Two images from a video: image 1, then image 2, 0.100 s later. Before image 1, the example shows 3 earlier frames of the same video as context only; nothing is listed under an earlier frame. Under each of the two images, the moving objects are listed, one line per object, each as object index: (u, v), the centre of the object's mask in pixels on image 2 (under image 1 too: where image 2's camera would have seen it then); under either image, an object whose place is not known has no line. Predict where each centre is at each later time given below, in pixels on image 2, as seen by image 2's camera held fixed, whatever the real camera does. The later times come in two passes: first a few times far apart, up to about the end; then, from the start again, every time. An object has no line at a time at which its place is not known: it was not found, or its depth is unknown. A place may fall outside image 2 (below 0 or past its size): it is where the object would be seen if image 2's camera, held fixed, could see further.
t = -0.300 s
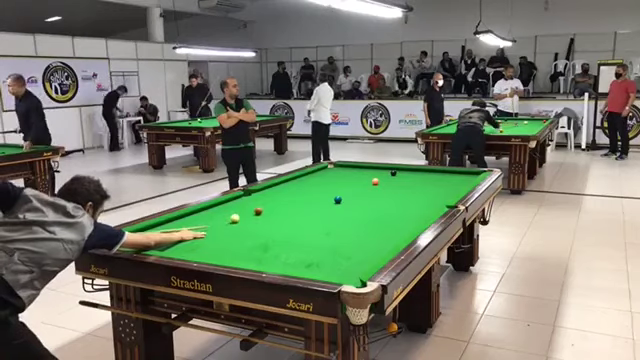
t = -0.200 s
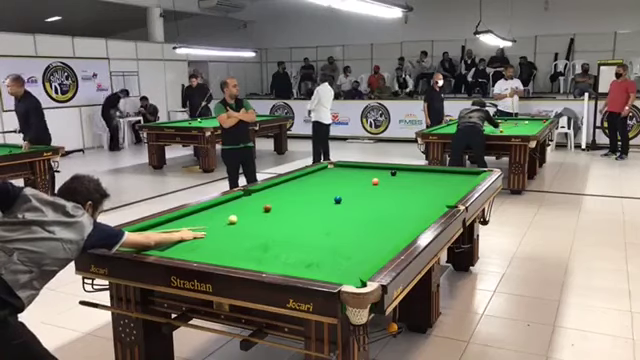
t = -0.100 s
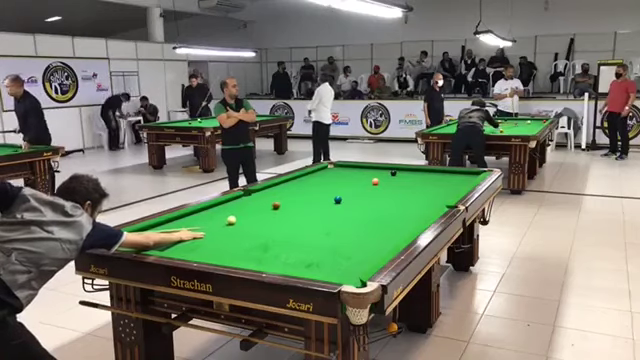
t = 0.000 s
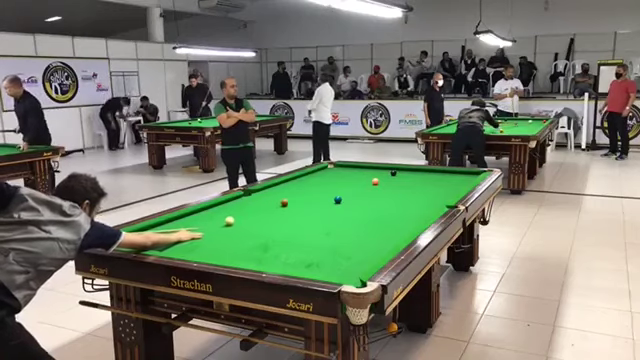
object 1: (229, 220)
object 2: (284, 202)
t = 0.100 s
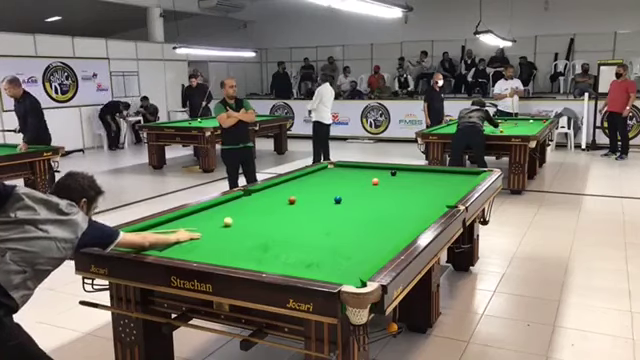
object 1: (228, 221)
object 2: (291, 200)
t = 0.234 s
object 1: (225, 222)
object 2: (301, 197)
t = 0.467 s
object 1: (223, 223)
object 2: (316, 192)
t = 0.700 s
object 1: (220, 225)
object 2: (331, 188)
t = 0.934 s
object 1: (219, 226)
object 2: (343, 184)
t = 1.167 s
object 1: (218, 226)
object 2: (355, 180)
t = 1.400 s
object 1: (217, 227)
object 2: (364, 178)
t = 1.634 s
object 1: (217, 227)
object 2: (373, 175)
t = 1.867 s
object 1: (217, 227)
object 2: (381, 171)
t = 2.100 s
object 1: (217, 227)
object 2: (388, 169)
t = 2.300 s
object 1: (217, 227)
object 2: (392, 168)
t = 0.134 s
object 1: (227, 221)
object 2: (294, 199)
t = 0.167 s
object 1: (226, 221)
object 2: (296, 198)
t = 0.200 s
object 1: (226, 222)
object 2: (299, 198)
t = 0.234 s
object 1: (225, 222)
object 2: (301, 197)
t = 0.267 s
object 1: (225, 222)
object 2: (303, 196)
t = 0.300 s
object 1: (224, 222)
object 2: (306, 196)
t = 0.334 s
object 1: (224, 223)
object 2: (308, 195)
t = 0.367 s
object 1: (223, 223)
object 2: (310, 194)
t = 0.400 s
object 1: (223, 223)
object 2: (313, 193)
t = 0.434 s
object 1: (223, 223)
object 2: (314, 193)
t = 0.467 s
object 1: (223, 223)
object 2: (316, 192)
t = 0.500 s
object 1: (222, 224)
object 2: (318, 192)
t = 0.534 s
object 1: (222, 224)
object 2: (321, 191)
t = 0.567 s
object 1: (221, 224)
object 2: (323, 190)
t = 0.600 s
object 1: (221, 224)
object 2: (325, 189)
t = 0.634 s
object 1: (221, 224)
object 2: (327, 188)
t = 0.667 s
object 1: (221, 224)
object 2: (329, 188)
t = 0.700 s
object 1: (220, 225)
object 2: (331, 188)
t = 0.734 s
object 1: (220, 225)
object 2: (333, 187)
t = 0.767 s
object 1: (220, 225)
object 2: (334, 187)
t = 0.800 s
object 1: (219, 225)
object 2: (336, 186)
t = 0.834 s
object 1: (219, 225)
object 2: (338, 185)
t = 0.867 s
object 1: (219, 225)
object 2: (340, 185)
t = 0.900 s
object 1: (219, 225)
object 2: (342, 184)
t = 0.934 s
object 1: (219, 226)
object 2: (343, 184)
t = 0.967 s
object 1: (218, 226)
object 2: (345, 183)
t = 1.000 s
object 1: (218, 226)
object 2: (346, 183)
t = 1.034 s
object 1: (218, 226)
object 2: (348, 182)
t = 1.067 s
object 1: (218, 226)
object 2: (350, 182)
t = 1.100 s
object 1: (218, 226)
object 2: (351, 181)
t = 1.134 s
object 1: (218, 226)
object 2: (353, 181)
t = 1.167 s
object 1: (218, 226)
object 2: (355, 180)
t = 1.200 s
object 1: (218, 226)
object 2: (356, 179)
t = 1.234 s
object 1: (218, 226)
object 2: (357, 179)
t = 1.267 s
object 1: (218, 226)
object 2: (359, 179)
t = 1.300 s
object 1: (217, 227)
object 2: (360, 179)
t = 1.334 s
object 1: (217, 227)
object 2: (362, 178)
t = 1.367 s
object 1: (217, 227)
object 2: (363, 178)
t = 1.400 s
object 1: (217, 227)
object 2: (364, 178)
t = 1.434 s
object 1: (217, 227)
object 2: (365, 177)
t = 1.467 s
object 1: (217, 227)
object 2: (367, 176)
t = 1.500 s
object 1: (217, 227)
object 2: (368, 176)
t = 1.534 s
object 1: (217, 227)
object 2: (370, 176)
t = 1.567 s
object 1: (217, 227)
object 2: (371, 175)
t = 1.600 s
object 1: (217, 227)
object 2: (371, 175)
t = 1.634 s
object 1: (217, 227)
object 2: (373, 175)
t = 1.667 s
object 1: (217, 227)
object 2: (374, 174)
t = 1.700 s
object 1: (217, 227)
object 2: (375, 174)
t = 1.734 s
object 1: (217, 227)
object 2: (377, 173)
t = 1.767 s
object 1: (217, 227)
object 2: (378, 173)
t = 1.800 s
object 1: (217, 227)
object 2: (379, 173)
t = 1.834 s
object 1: (217, 227)
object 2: (380, 172)
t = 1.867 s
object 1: (217, 227)
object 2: (381, 171)
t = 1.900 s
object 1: (217, 227)
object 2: (383, 171)
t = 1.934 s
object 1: (217, 227)
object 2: (383, 171)
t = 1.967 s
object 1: (217, 227)
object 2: (384, 171)
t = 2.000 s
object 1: (217, 227)
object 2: (386, 170)
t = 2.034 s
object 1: (217, 227)
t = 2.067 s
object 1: (217, 227)
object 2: (388, 169)
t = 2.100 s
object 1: (217, 227)
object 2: (388, 169)
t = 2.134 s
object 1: (217, 227)
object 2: (390, 168)
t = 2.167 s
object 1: (217, 227)
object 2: (391, 168)
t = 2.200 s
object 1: (217, 227)
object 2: (392, 168)
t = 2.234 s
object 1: (217, 227)
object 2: (392, 168)
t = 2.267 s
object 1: (217, 227)
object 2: (392, 168)
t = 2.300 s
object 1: (217, 227)
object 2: (392, 168)
